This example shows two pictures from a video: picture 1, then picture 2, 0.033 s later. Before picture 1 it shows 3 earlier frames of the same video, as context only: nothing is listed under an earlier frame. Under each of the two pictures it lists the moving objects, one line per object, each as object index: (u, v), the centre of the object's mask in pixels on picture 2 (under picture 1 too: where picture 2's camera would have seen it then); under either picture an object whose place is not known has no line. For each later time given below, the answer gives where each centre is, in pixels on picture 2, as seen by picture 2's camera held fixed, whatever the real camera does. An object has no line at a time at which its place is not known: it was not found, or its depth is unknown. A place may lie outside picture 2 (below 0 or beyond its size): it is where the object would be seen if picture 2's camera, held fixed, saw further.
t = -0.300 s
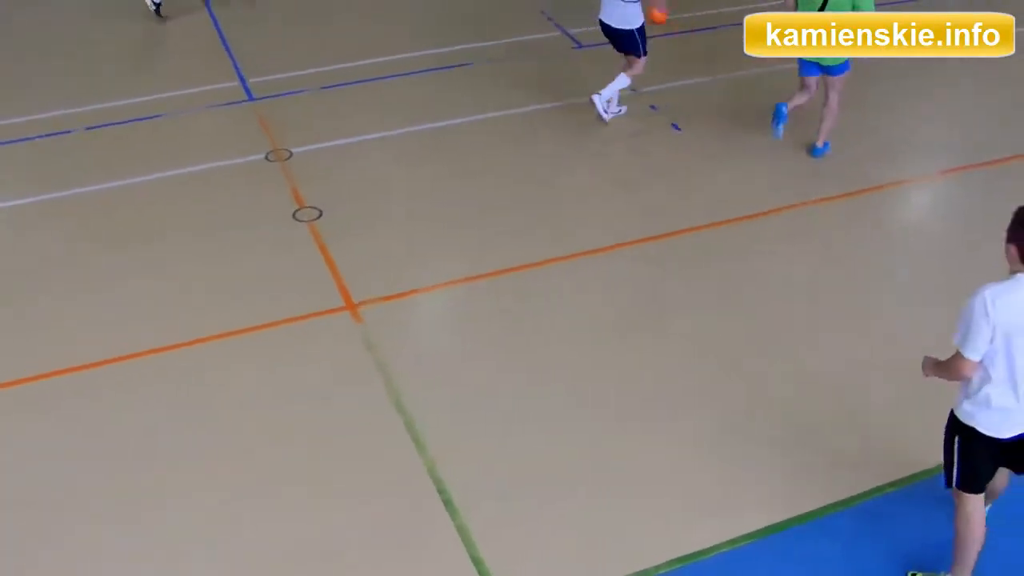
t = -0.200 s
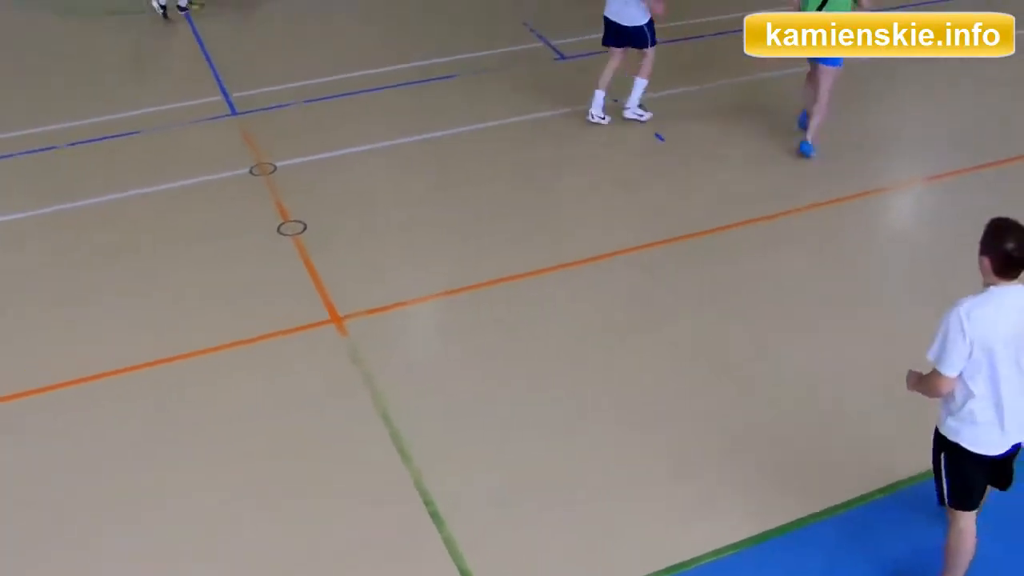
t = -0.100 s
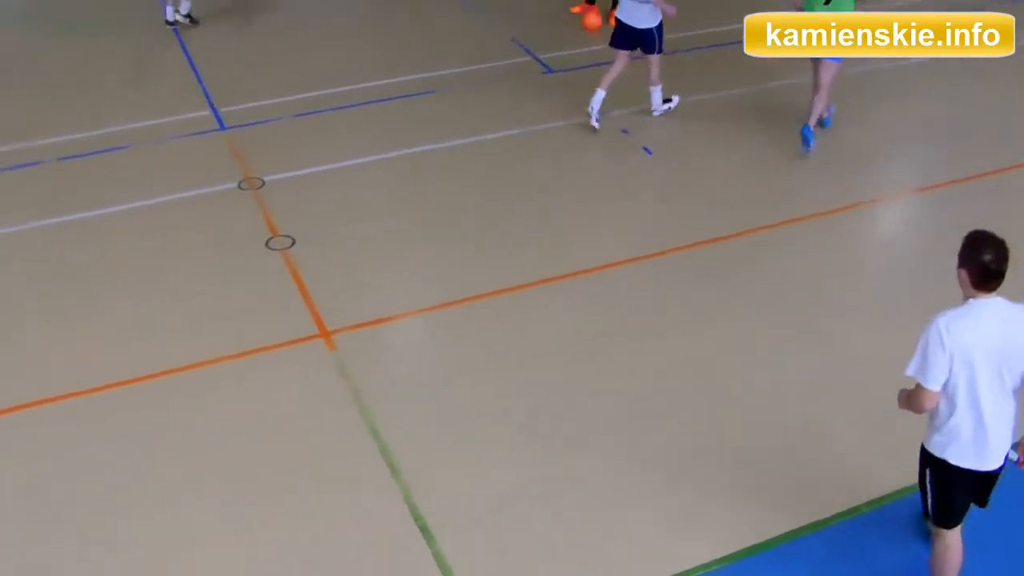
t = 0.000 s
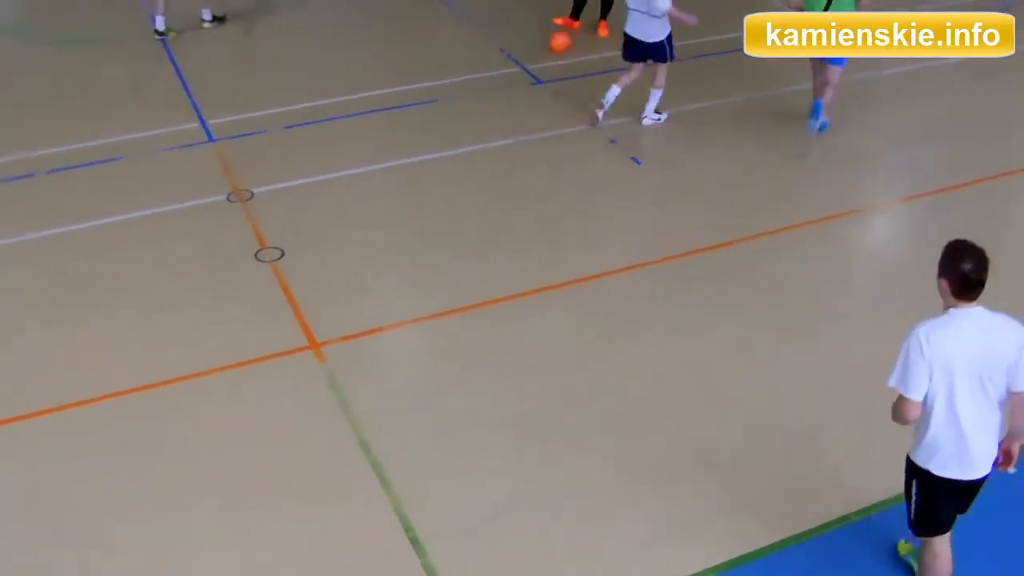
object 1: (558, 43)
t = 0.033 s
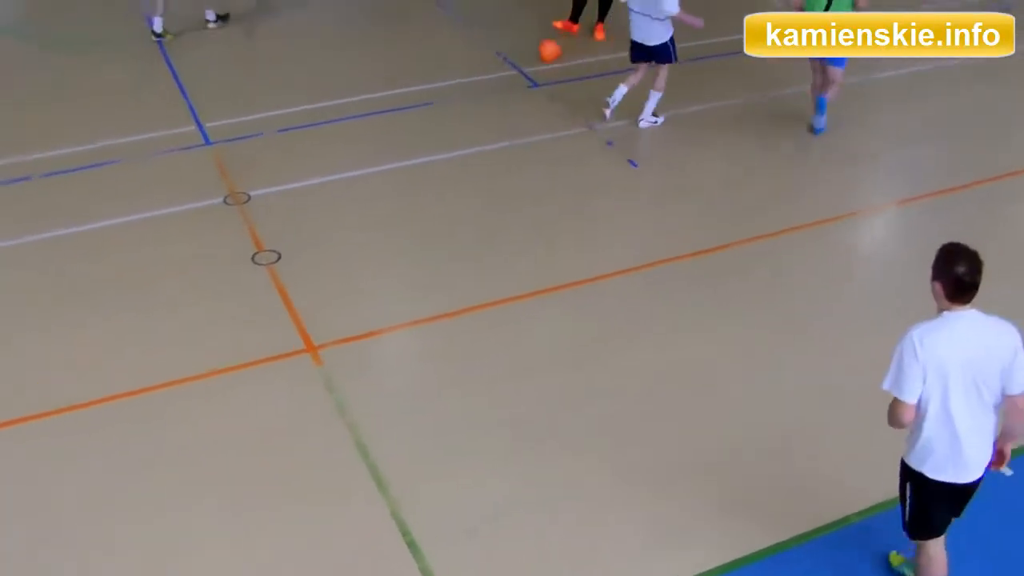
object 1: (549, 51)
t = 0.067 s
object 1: (541, 58)
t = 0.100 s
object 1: (531, 64)
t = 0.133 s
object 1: (523, 71)
